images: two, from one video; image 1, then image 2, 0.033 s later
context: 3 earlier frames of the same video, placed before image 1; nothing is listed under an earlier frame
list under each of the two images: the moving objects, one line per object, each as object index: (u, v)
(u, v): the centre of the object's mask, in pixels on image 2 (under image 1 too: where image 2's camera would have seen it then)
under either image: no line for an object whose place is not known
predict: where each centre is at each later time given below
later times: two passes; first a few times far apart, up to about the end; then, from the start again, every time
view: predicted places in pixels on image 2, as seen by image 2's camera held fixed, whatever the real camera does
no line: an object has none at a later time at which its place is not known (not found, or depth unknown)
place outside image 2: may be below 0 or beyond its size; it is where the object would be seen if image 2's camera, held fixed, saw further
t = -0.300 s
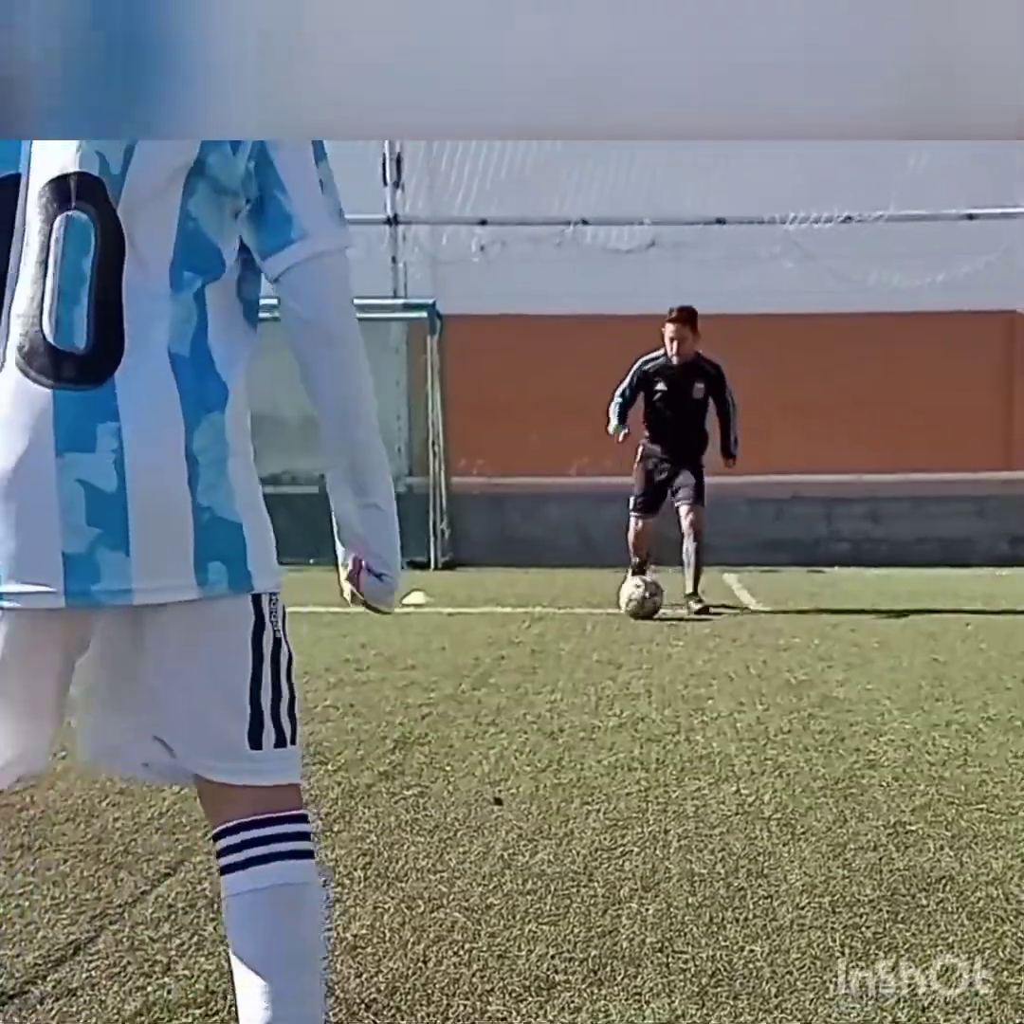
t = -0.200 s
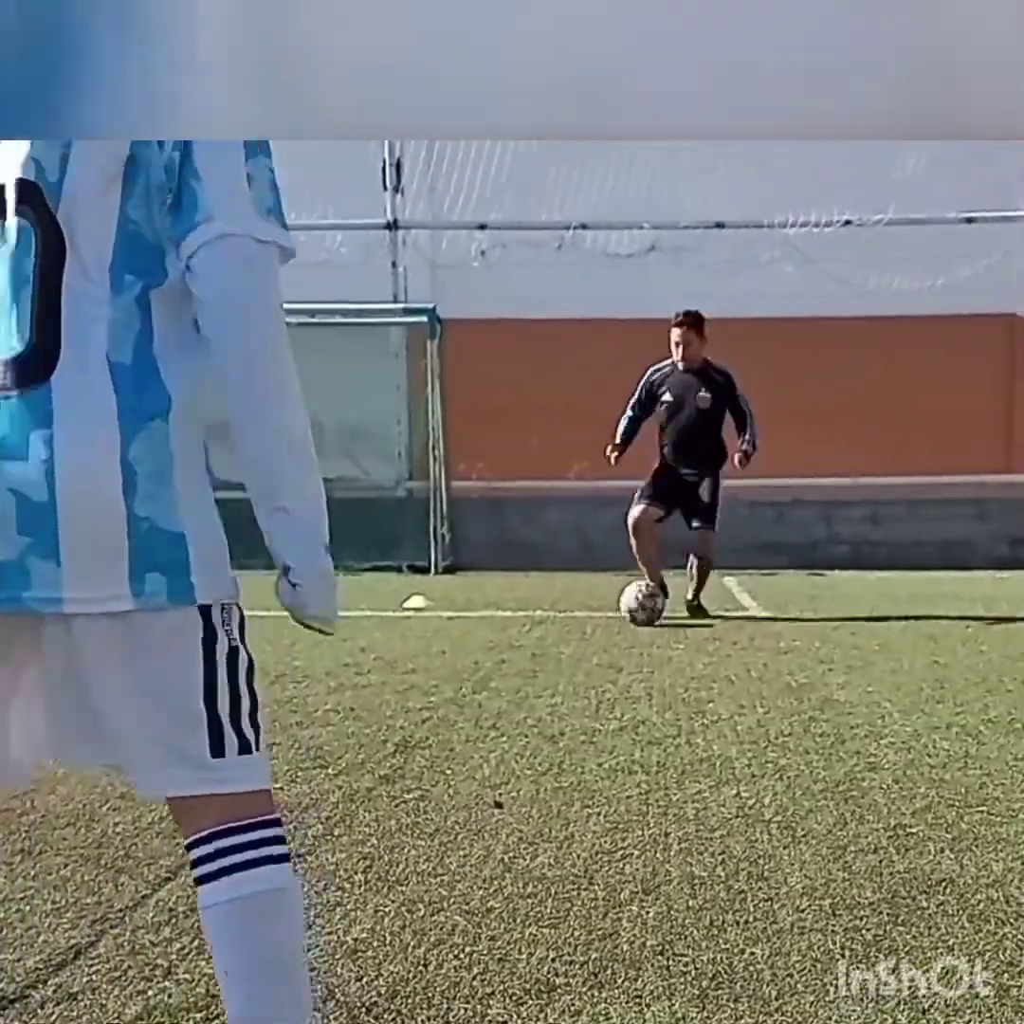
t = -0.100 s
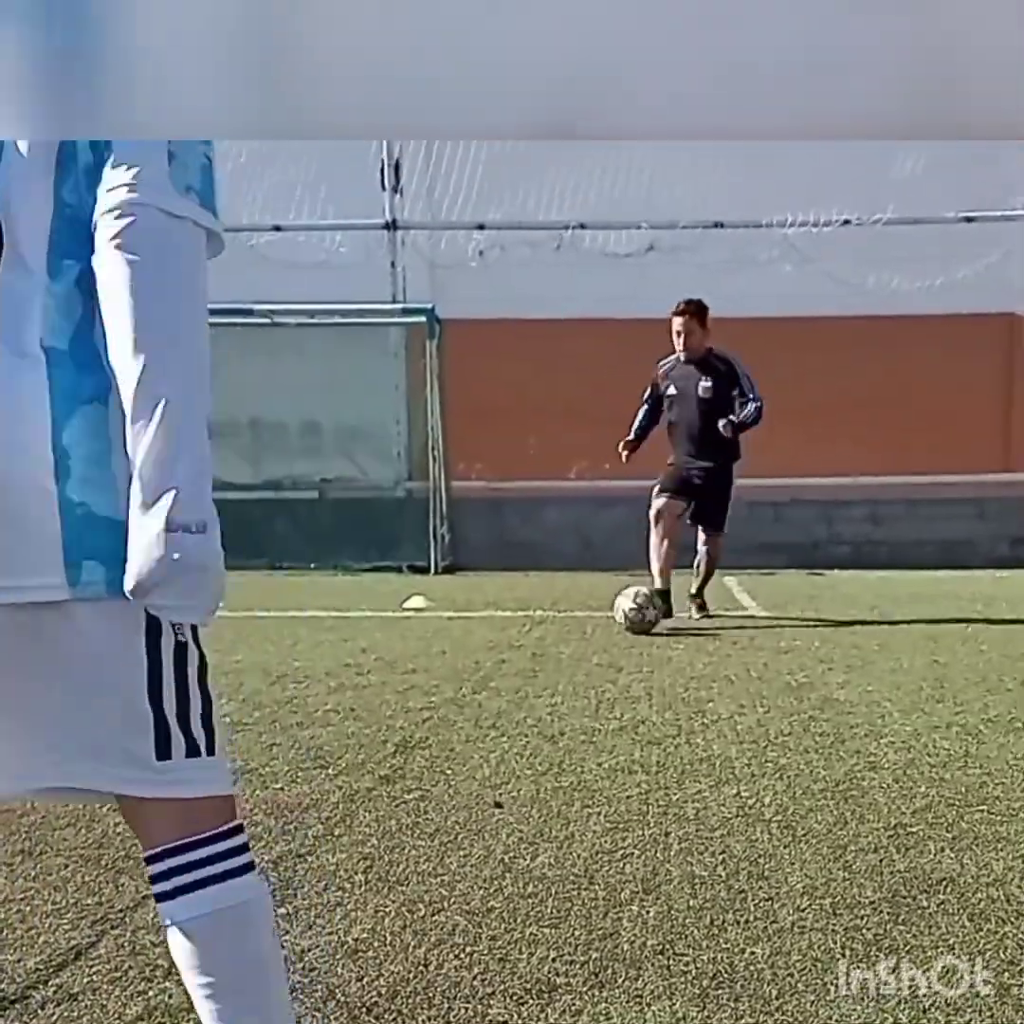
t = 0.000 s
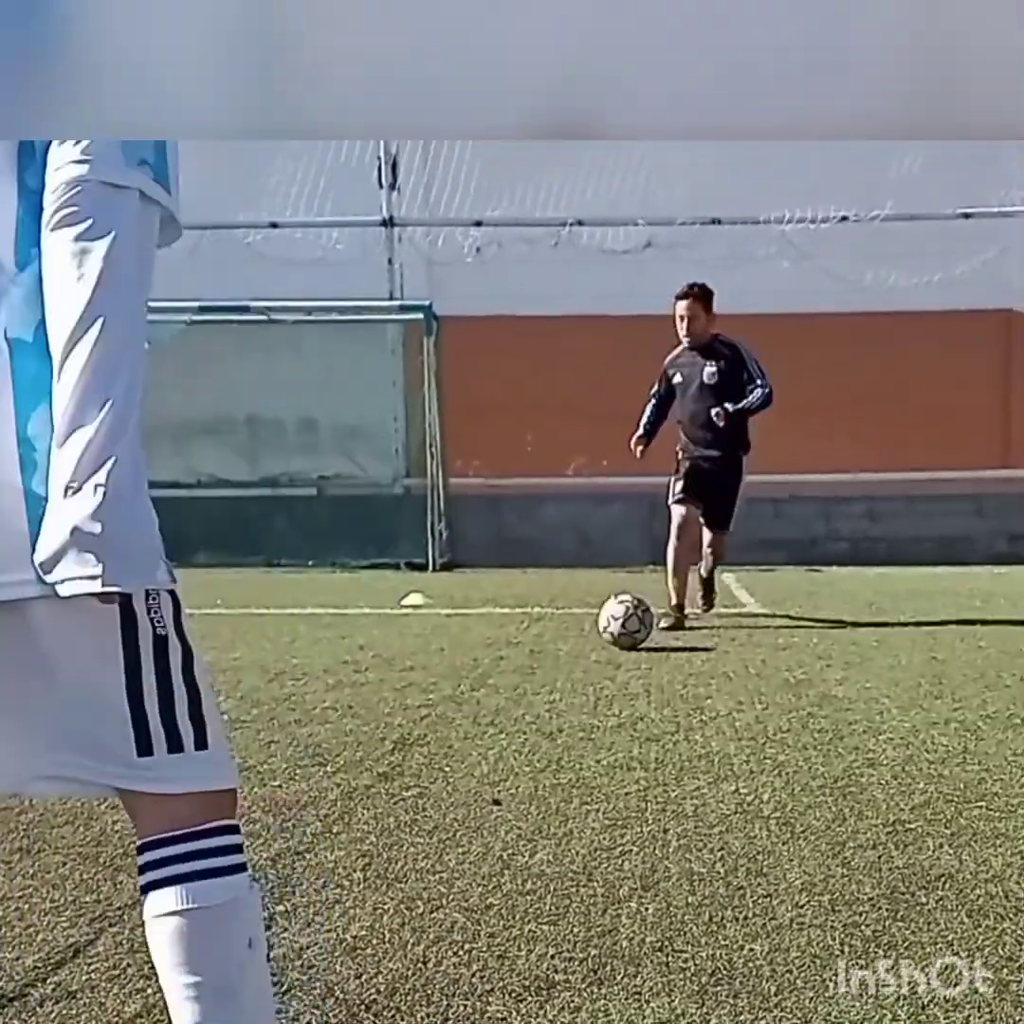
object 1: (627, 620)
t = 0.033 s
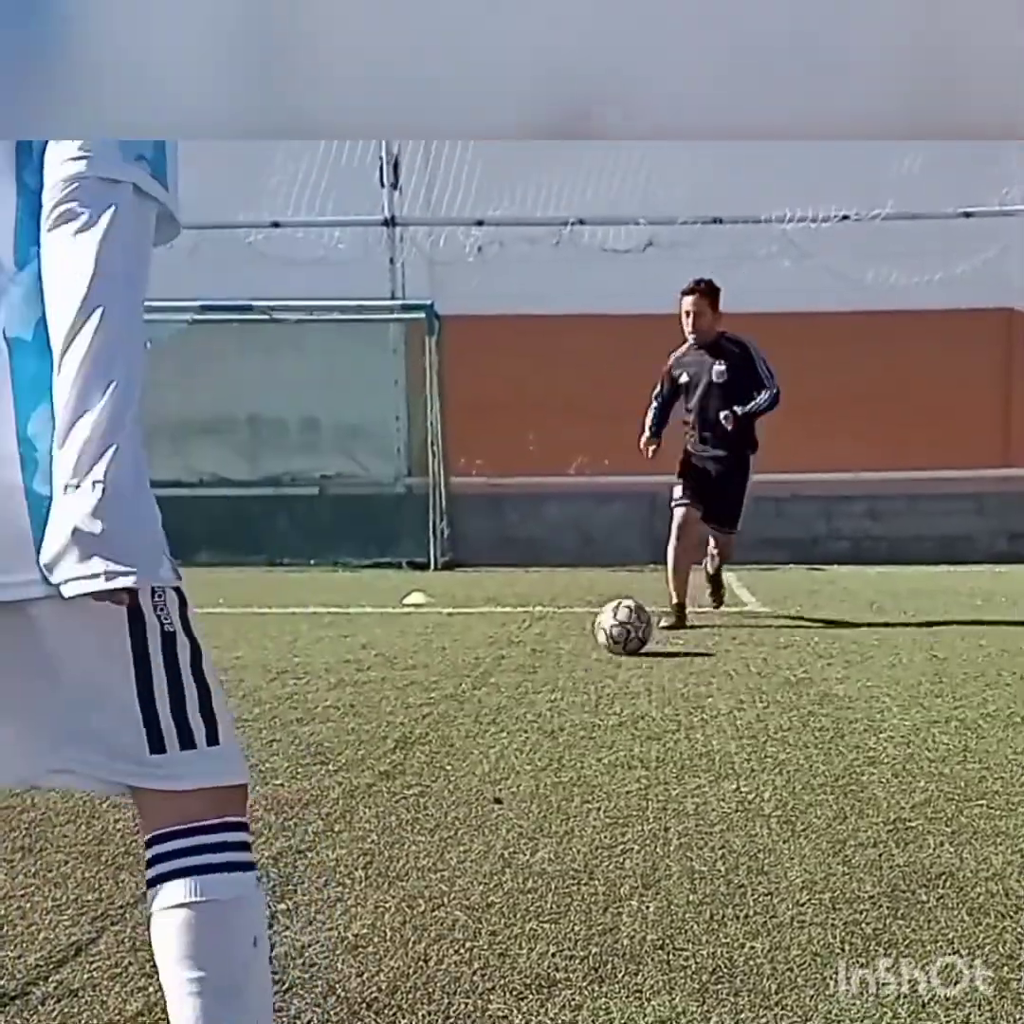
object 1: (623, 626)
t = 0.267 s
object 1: (592, 675)
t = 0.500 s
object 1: (545, 745)
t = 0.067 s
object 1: (618, 630)
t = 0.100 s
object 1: (615, 636)
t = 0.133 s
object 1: (610, 645)
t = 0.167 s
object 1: (607, 649)
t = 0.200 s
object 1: (602, 656)
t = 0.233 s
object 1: (597, 666)
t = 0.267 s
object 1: (592, 675)
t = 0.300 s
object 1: (587, 677)
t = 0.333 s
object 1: (581, 684)
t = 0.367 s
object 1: (576, 697)
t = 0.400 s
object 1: (569, 717)
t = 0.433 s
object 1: (562, 721)
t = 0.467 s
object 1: (554, 729)
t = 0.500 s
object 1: (545, 745)
